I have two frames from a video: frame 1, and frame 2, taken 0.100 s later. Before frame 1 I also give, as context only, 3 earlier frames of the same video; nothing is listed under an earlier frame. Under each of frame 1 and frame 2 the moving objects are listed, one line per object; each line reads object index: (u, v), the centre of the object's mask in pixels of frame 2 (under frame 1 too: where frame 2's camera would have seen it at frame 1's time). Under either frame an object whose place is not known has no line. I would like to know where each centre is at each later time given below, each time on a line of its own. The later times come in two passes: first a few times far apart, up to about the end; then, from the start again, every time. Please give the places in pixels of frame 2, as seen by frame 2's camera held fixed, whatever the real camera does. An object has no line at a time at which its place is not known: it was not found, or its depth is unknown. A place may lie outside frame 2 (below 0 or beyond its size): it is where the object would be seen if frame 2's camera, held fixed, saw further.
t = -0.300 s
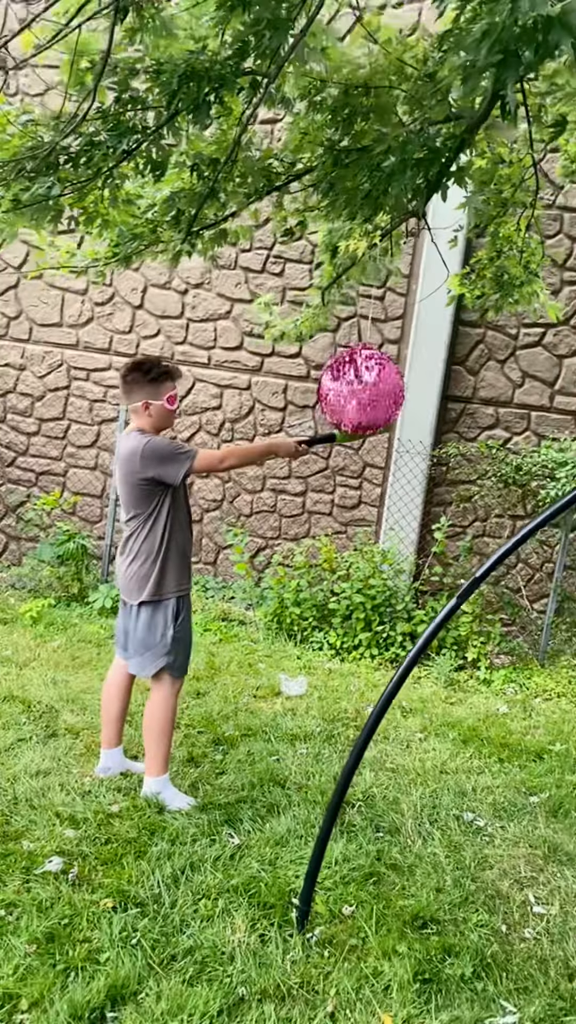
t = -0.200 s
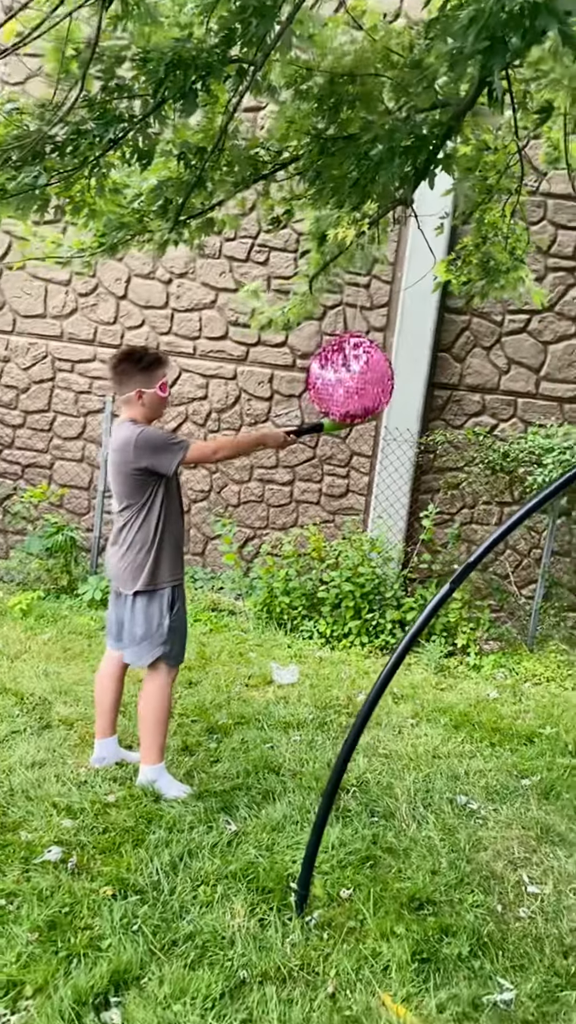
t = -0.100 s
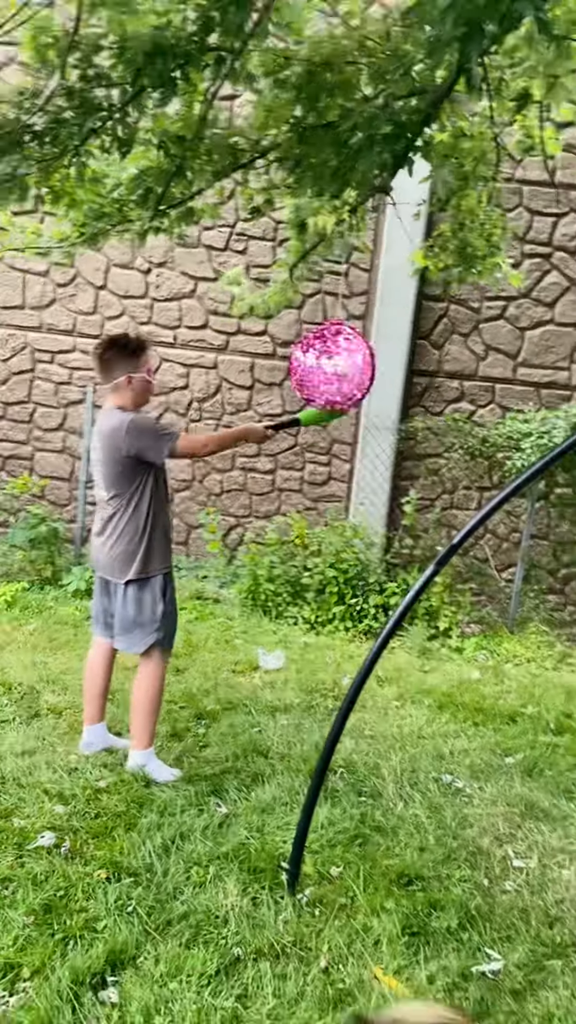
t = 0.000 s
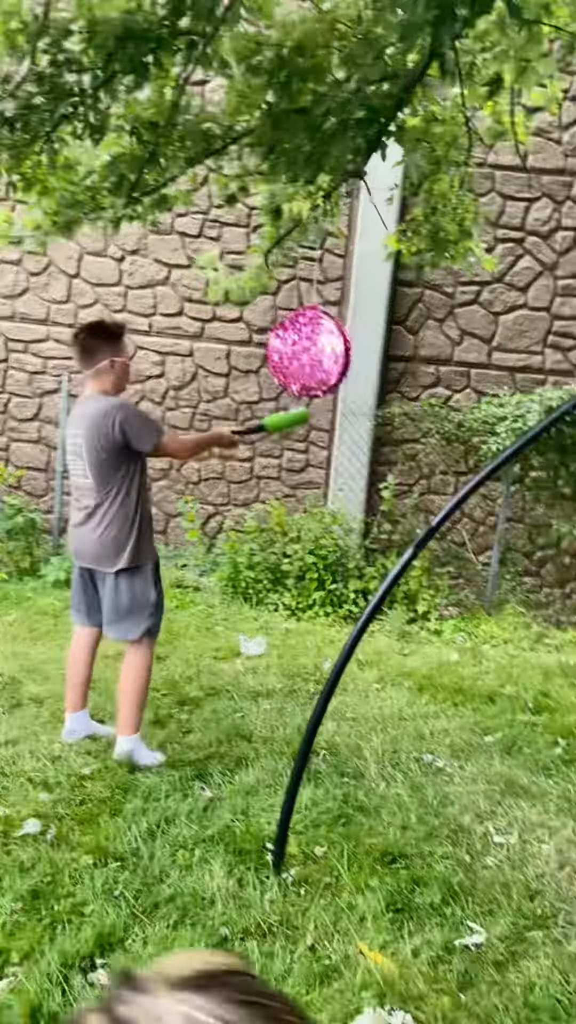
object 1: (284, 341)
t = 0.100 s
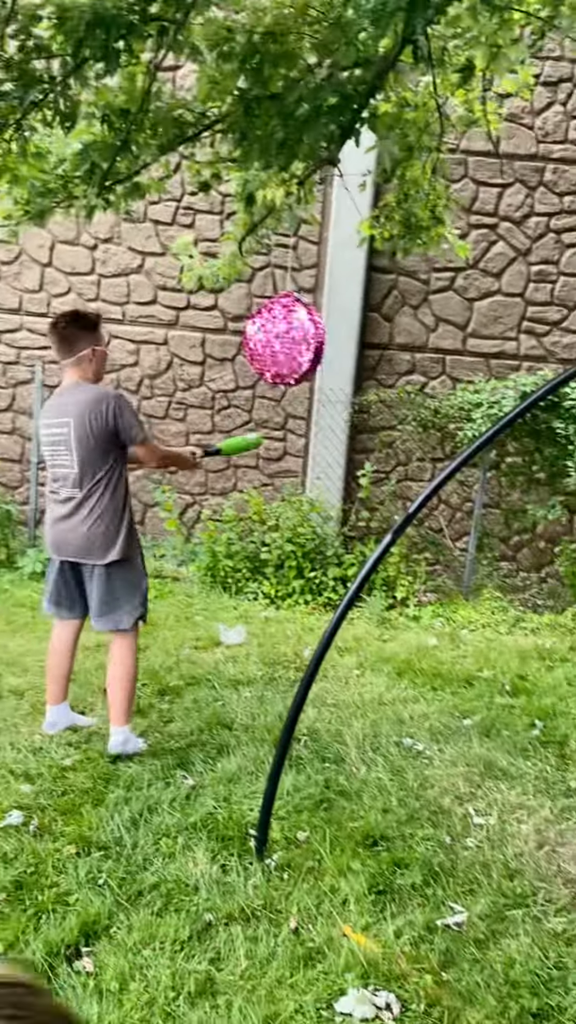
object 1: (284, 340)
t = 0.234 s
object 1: (283, 340)
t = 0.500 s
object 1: (276, 345)
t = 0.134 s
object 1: (285, 340)
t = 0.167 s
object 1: (284, 340)
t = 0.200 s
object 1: (283, 340)
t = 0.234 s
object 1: (283, 340)
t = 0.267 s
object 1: (282, 341)
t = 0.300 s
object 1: (282, 341)
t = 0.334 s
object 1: (281, 342)
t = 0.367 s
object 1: (281, 342)
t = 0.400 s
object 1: (280, 343)
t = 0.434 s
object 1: (279, 343)
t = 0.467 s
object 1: (278, 344)
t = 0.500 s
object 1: (276, 345)
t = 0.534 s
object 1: (275, 345)
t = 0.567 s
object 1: (273, 345)
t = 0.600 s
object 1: (272, 345)
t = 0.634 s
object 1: (271, 346)
